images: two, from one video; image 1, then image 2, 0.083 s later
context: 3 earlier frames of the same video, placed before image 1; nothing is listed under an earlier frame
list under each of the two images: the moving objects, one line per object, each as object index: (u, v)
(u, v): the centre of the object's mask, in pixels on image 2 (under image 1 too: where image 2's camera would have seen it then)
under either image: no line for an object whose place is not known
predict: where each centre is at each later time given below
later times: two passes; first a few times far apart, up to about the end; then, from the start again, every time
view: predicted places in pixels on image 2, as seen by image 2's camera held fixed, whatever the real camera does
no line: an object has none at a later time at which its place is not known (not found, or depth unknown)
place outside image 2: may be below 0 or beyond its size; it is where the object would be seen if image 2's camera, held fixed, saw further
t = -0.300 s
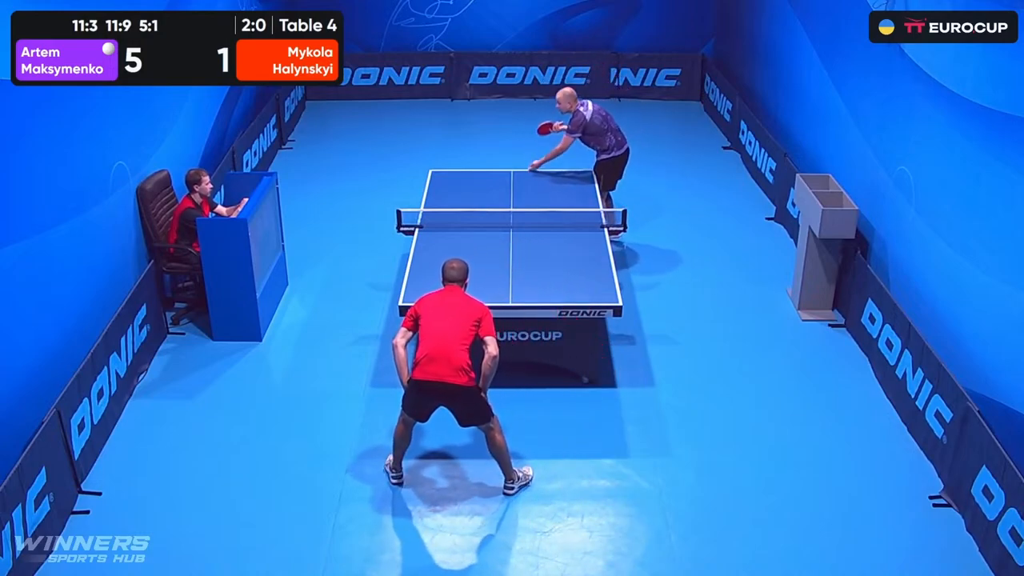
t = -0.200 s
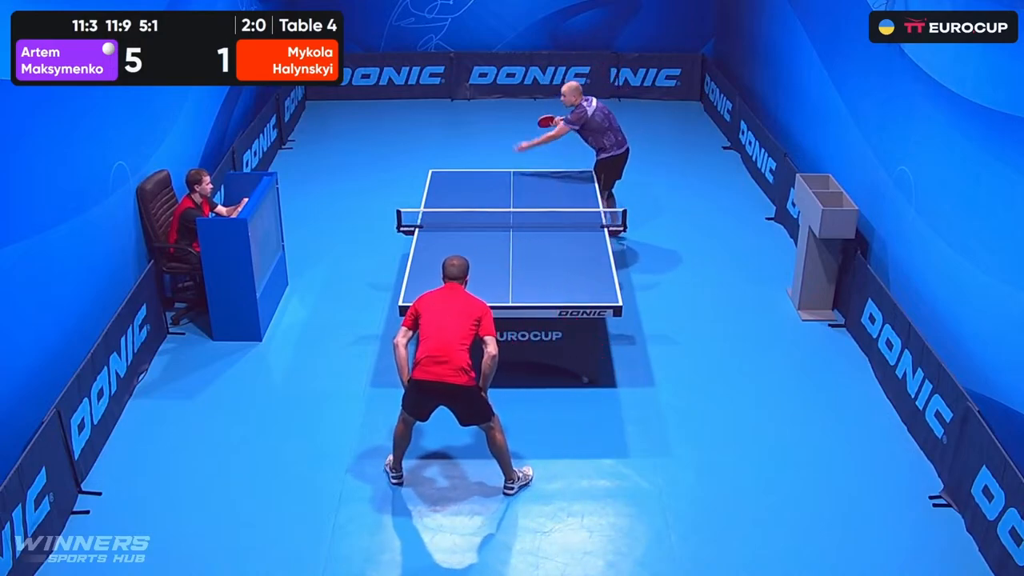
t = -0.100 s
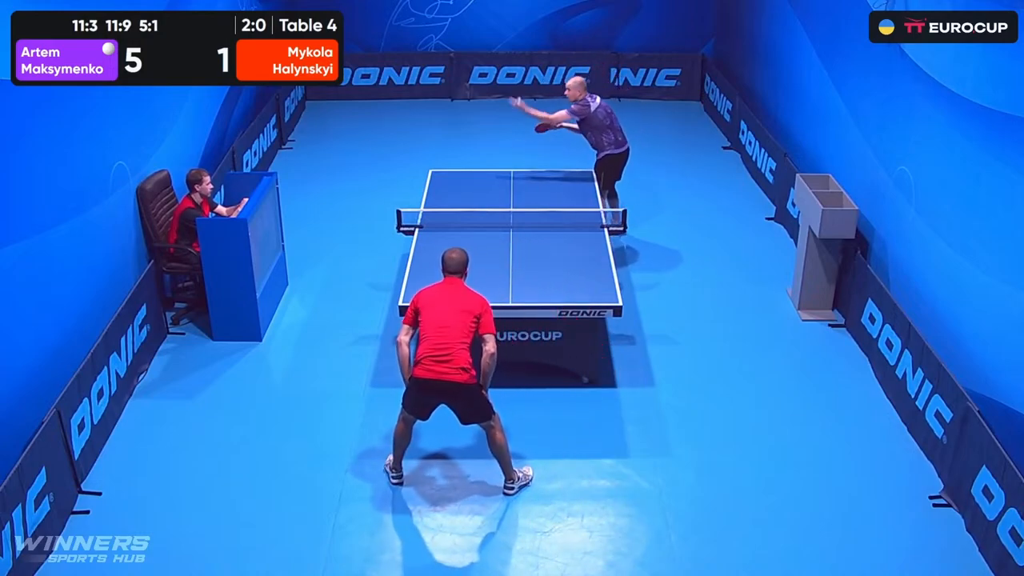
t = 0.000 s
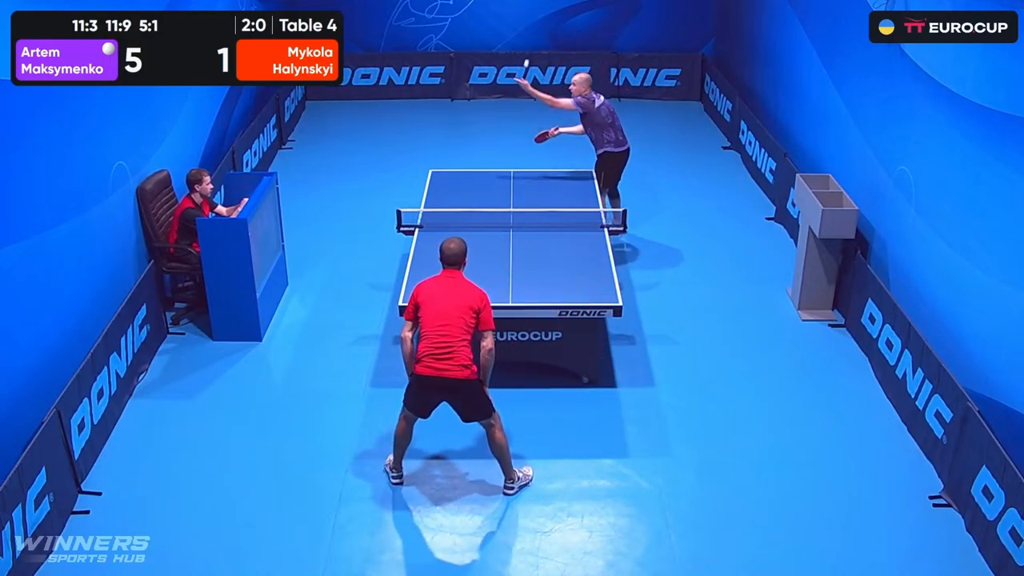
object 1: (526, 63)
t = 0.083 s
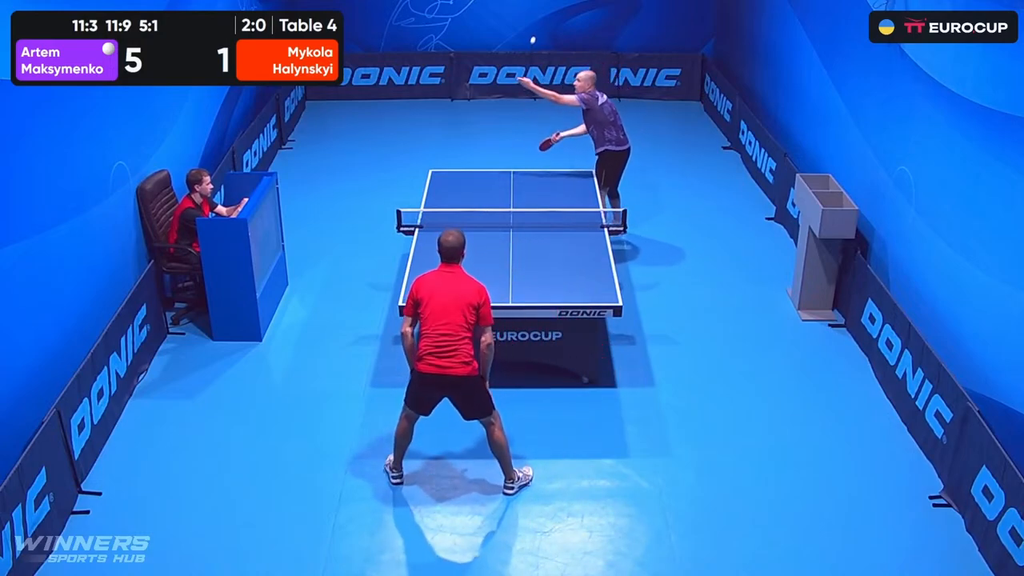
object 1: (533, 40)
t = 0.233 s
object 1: (544, 18)
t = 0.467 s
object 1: (561, 31)
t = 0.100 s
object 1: (534, 36)
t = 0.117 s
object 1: (535, 33)
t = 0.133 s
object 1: (536, 30)
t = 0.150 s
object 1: (538, 27)
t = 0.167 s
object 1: (539, 25)
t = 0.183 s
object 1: (540, 23)
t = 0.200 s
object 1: (542, 21)
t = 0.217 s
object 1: (543, 19)
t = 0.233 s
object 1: (544, 18)
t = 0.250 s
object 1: (545, 17)
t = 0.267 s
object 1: (547, 16)
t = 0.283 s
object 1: (548, 16)
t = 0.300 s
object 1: (549, 16)
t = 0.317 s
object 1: (550, 16)
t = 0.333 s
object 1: (551, 16)
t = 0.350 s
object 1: (553, 17)
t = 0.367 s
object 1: (554, 18)
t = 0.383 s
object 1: (555, 20)
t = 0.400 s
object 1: (556, 21)
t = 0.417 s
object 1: (557, 23)
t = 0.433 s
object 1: (558, 25)
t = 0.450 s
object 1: (559, 28)
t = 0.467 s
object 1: (561, 31)
